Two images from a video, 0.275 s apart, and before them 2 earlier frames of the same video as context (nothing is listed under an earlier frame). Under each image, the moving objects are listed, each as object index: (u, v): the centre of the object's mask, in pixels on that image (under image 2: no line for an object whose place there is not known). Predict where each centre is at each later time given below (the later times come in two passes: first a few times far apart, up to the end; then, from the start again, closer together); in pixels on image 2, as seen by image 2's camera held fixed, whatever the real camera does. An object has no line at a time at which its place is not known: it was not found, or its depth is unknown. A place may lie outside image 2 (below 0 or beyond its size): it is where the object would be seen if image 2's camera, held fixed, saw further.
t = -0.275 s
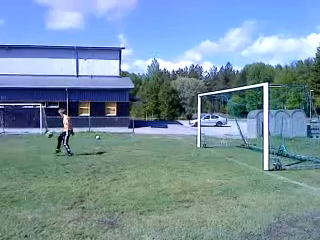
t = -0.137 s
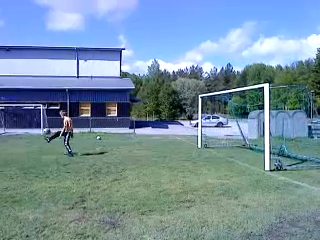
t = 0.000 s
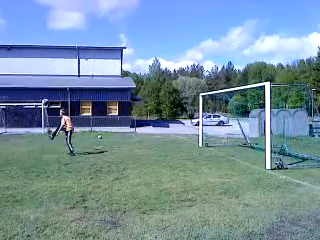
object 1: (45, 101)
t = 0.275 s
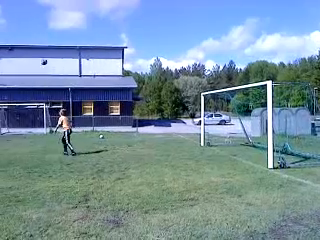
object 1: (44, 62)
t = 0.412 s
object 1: (42, 49)
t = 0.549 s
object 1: (41, 43)
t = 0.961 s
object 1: (39, 56)
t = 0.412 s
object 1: (42, 49)
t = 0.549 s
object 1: (41, 43)
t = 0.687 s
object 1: (41, 42)
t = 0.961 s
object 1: (39, 56)
